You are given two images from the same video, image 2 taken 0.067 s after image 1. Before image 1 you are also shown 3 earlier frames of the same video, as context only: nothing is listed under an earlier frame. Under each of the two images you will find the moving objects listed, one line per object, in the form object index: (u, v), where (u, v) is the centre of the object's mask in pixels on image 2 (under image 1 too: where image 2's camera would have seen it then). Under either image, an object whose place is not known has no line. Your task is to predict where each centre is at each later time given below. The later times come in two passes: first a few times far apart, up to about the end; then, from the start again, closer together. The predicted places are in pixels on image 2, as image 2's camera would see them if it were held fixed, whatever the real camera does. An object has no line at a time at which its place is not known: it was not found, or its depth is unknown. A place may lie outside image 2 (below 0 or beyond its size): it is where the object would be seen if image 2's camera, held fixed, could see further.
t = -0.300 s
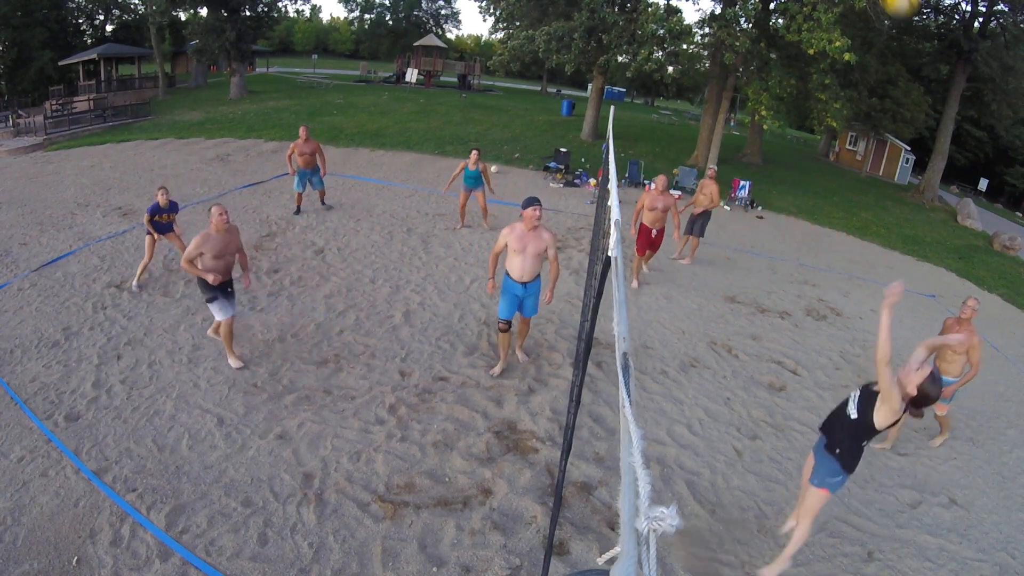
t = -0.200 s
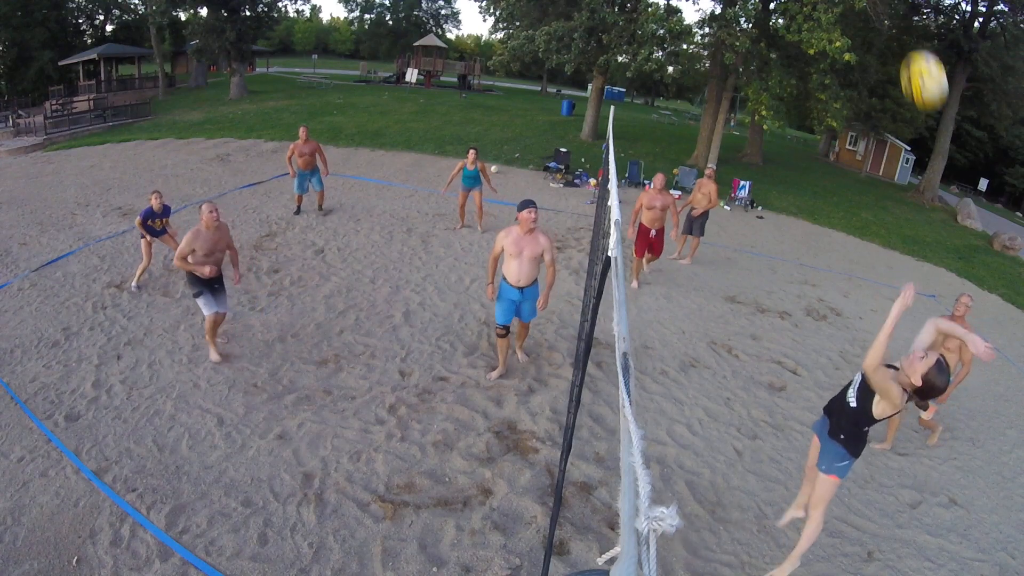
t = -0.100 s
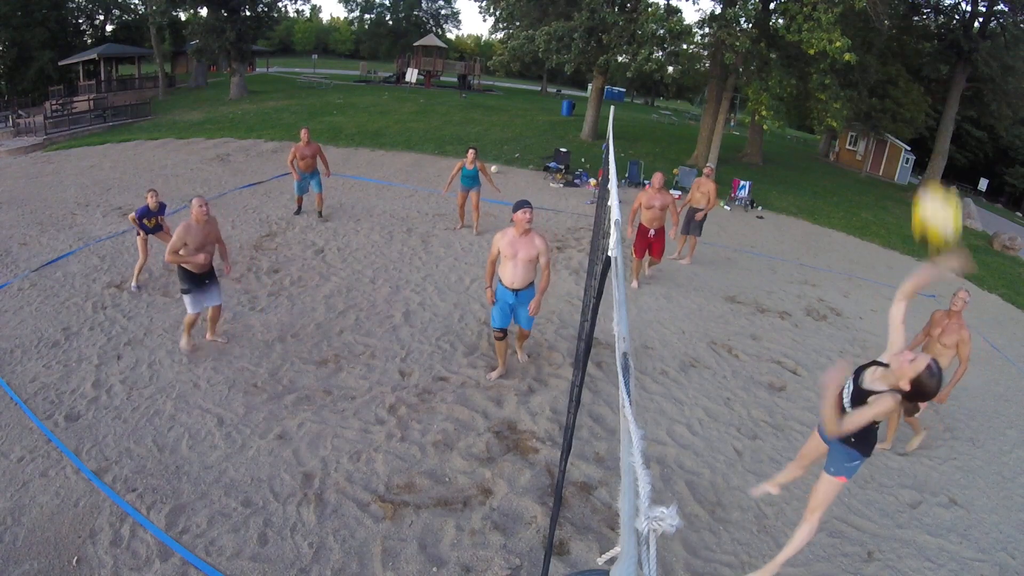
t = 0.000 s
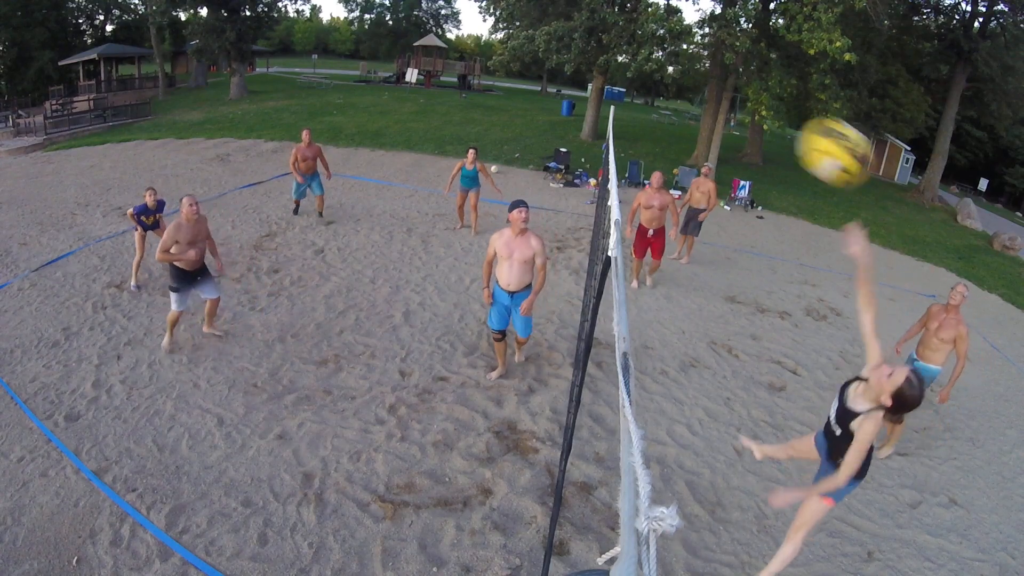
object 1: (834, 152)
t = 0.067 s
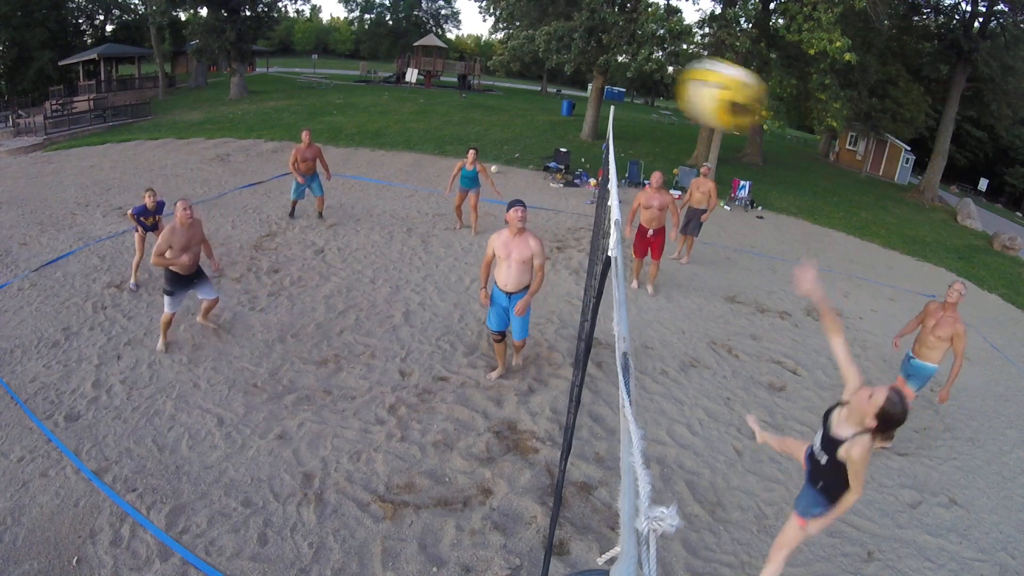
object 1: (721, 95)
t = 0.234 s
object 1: (359, 39)
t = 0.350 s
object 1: (161, 83)
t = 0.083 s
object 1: (688, 82)
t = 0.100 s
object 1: (654, 72)
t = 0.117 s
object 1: (617, 62)
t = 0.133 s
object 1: (580, 53)
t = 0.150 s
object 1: (544, 48)
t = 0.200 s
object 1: (424, 38)
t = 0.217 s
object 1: (390, 36)
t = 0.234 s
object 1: (359, 39)
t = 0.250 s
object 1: (321, 43)
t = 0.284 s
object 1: (260, 51)
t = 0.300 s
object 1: (232, 58)
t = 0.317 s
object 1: (206, 66)
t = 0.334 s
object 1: (183, 75)
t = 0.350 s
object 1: (161, 83)
